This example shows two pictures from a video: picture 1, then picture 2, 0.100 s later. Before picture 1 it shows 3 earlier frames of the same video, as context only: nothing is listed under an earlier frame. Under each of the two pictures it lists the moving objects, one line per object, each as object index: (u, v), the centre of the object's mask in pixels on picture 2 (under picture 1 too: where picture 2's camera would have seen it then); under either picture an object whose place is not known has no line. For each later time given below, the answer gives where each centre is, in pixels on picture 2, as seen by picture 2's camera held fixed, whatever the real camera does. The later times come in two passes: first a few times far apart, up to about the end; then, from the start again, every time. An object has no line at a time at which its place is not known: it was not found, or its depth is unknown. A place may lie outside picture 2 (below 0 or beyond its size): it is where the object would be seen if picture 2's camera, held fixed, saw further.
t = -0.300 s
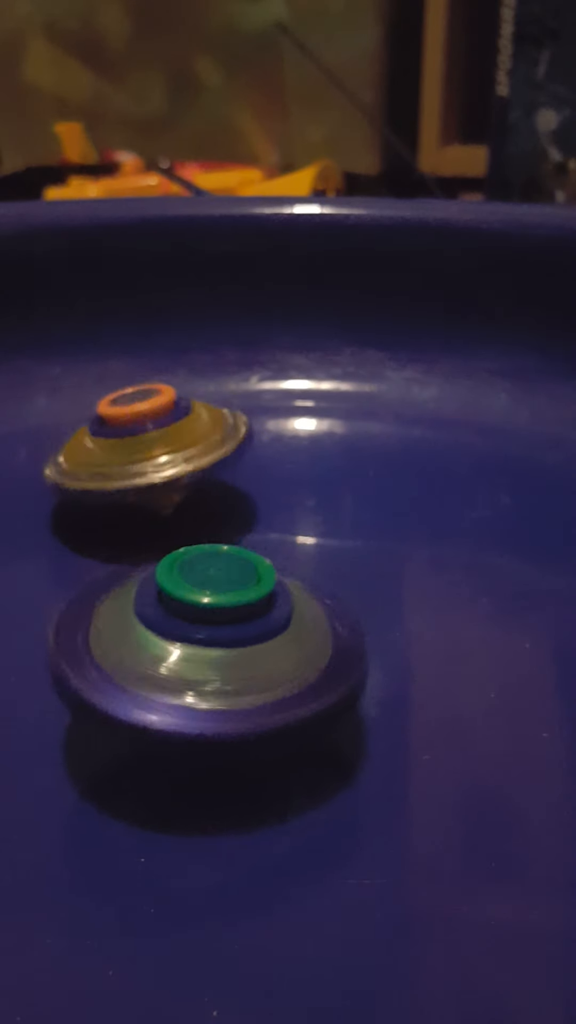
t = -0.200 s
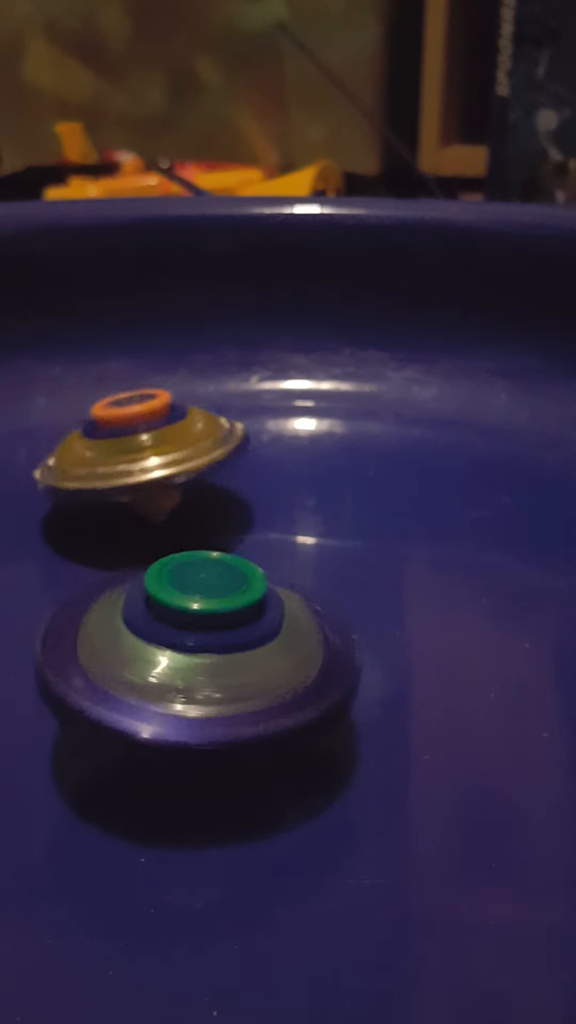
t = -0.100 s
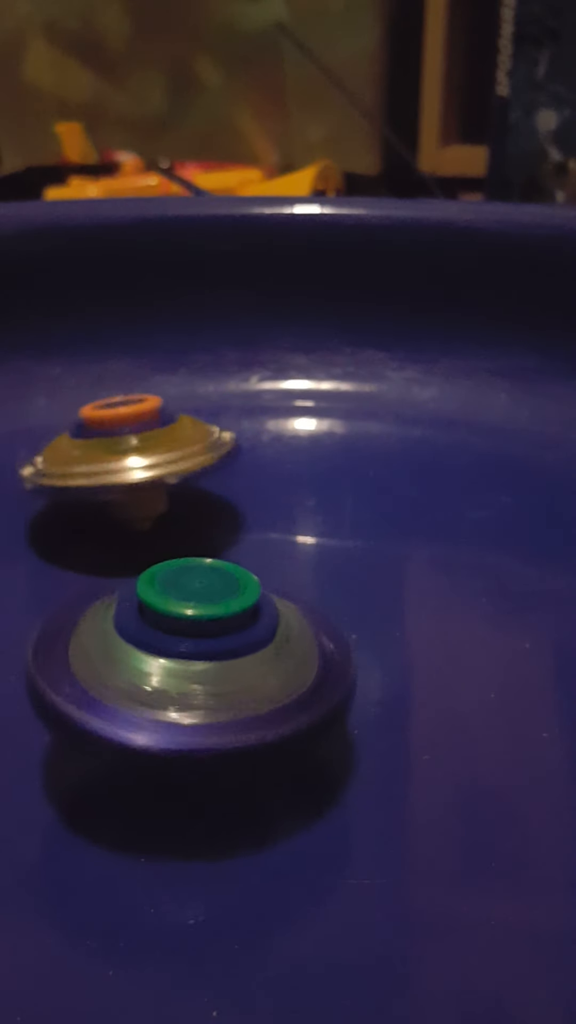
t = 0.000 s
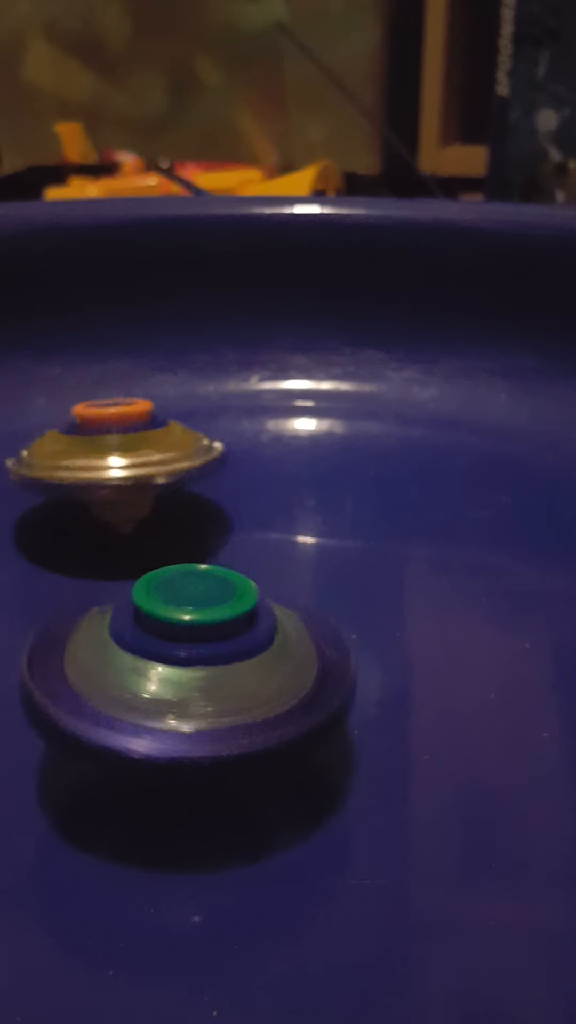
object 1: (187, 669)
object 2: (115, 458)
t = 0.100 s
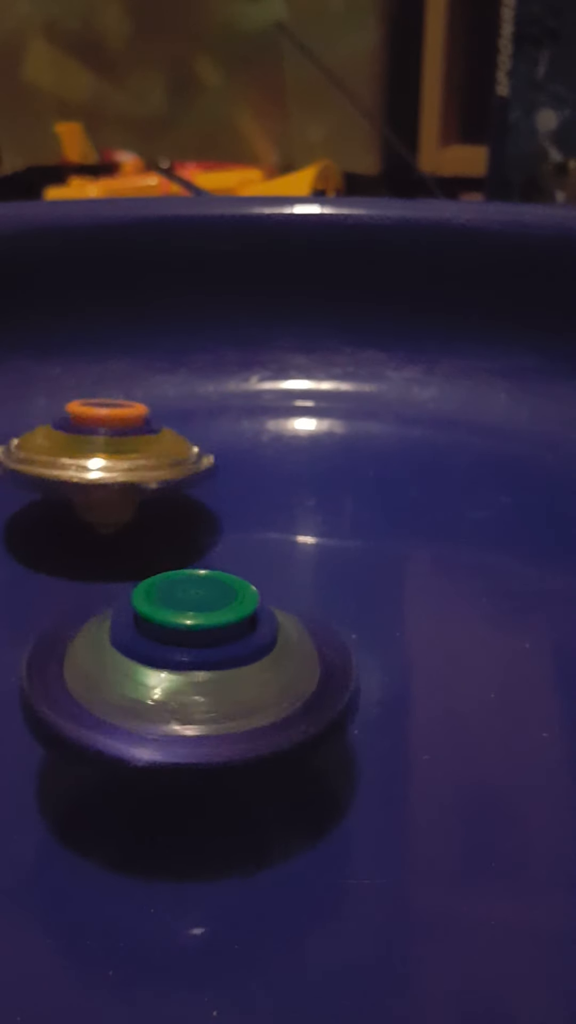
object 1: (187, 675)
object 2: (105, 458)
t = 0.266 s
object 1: (199, 684)
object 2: (91, 457)
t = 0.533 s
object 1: (224, 681)
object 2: (87, 455)
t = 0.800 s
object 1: (243, 659)
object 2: (89, 459)
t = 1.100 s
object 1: (229, 630)
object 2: (83, 470)
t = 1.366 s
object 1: (190, 612)
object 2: (63, 481)
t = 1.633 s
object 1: (145, 606)
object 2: (56, 477)
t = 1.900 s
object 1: (115, 608)
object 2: (57, 475)
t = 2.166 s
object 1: (99, 617)
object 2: (63, 477)
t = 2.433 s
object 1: (100, 626)
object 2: (57, 489)
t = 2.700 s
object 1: (114, 629)
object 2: (45, 504)
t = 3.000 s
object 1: (144, 616)
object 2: (40, 514)
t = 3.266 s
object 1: (171, 595)
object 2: (45, 508)
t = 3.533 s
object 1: (239, 584)
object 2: (33, 501)
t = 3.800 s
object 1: (242, 566)
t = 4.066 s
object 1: (217, 555)
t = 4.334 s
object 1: (258, 546)
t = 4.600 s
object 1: (260, 549)
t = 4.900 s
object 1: (263, 553)
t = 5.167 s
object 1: (269, 555)
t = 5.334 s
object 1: (275, 557)
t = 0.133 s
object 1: (189, 678)
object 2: (101, 458)
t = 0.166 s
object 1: (189, 680)
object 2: (97, 458)
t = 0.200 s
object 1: (193, 681)
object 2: (96, 458)
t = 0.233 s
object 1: (196, 682)
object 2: (92, 458)
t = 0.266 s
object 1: (199, 684)
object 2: (91, 457)
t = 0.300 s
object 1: (202, 684)
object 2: (90, 458)
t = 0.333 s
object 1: (205, 686)
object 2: (88, 455)
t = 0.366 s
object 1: (208, 685)
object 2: (88, 453)
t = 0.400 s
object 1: (211, 686)
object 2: (86, 453)
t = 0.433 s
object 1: (213, 685)
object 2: (86, 453)
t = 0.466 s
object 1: (215, 684)
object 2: (86, 456)
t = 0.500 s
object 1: (221, 683)
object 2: (85, 453)
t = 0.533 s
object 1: (224, 681)
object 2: (87, 455)
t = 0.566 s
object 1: (228, 677)
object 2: (85, 455)
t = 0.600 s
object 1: (231, 675)
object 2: (86, 455)
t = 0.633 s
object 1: (235, 673)
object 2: (87, 457)
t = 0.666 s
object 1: (237, 670)
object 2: (87, 455)
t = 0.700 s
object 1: (239, 668)
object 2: (89, 457)
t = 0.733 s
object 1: (241, 665)
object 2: (87, 457)
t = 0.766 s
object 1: (242, 662)
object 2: (89, 457)
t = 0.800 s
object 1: (243, 659)
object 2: (89, 459)
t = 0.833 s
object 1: (241, 656)
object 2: (89, 457)
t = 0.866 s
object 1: (243, 653)
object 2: (90, 460)
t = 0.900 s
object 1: (241, 650)
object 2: (87, 459)
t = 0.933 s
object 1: (240, 646)
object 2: (89, 460)
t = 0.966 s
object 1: (239, 644)
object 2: (87, 462)
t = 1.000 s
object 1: (238, 641)
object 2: (87, 463)
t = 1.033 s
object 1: (235, 637)
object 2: (86, 465)
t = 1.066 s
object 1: (234, 634)
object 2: (83, 469)
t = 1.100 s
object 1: (229, 630)
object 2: (83, 470)
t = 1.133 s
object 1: (227, 628)
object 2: (80, 472)
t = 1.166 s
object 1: (222, 625)
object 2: (79, 472)
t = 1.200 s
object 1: (218, 622)
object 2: (76, 475)
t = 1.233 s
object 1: (214, 620)
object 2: (73, 476)
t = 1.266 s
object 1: (208, 617)
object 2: (72, 477)
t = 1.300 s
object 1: (202, 615)
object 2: (68, 478)
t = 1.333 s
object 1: (197, 613)
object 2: (65, 479)
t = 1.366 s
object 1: (190, 612)
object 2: (63, 481)
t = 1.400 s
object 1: (184, 610)
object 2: (60, 482)
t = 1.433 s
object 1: (181, 609)
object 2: (59, 485)
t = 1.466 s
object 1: (174, 608)
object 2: (58, 488)
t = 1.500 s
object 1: (169, 606)
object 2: (57, 488)
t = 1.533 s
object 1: (162, 607)
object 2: (57, 488)
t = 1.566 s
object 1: (156, 606)
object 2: (55, 487)
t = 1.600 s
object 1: (151, 606)
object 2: (55, 485)
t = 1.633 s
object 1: (145, 606)
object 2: (56, 477)
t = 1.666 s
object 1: (139, 605)
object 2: (55, 477)
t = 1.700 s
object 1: (134, 605)
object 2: (55, 478)
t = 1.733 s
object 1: (129, 605)
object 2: (54, 477)
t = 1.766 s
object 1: (125, 605)
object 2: (55, 477)
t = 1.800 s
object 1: (123, 606)
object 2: (55, 476)
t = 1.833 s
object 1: (120, 606)
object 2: (56, 476)
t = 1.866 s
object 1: (117, 607)
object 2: (56, 476)
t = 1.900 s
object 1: (115, 608)
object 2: (57, 475)
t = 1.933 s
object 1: (112, 609)
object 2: (59, 475)
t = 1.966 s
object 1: (109, 610)
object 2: (59, 474)
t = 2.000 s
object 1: (108, 612)
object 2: (61, 475)
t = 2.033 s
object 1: (104, 612)
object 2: (62, 474)
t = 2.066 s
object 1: (102, 613)
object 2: (61, 475)
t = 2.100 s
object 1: (100, 614)
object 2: (64, 475)
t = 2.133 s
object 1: (100, 616)
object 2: (62, 475)
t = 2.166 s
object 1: (99, 617)
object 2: (63, 477)
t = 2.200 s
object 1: (98, 618)
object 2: (64, 479)
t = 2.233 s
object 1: (97, 619)
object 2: (62, 479)
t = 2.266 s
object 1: (97, 621)
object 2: (63, 481)
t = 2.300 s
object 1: (95, 621)
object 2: (60, 482)
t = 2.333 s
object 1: (96, 623)
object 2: (60, 483)
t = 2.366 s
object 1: (97, 624)
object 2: (59, 486)
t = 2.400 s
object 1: (98, 624)
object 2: (57, 486)
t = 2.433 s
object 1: (100, 626)
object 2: (57, 489)
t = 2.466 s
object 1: (101, 627)
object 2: (54, 490)
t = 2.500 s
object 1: (102, 627)
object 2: (53, 492)
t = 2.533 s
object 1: (104, 628)
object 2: (52, 494)
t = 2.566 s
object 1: (106, 629)
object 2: (50, 496)
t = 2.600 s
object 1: (109, 629)
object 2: (49, 498)
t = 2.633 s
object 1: (111, 630)
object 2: (47, 499)
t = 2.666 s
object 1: (113, 629)
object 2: (46, 501)
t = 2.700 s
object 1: (114, 629)
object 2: (45, 504)
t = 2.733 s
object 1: (118, 629)
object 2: (44, 504)
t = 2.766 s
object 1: (120, 627)
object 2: (43, 507)
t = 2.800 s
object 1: (126, 627)
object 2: (41, 508)
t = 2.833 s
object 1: (129, 625)
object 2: (40, 509)
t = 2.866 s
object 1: (133, 623)
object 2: (40, 512)
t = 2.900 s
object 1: (135, 622)
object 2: (39, 511)
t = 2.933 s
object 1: (139, 620)
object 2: (40, 514)
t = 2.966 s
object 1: (141, 618)
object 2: (40, 513)
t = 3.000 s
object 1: (144, 616)
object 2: (40, 514)
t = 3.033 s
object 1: (148, 613)
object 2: (41, 515)
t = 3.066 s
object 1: (151, 611)
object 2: (41, 514)
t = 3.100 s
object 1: (155, 608)
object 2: (43, 514)
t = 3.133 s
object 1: (156, 605)
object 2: (42, 513)
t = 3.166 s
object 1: (158, 604)
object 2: (44, 513)
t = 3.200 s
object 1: (160, 600)
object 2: (44, 513)
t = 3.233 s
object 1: (163, 598)
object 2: (44, 509)
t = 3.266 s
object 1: (171, 595)
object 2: (45, 508)
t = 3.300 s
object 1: (192, 594)
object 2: (36, 503)
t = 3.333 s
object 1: (214, 594)
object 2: (30, 498)
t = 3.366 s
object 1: (225, 592)
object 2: (30, 495)
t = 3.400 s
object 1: (230, 591)
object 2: (32, 499)
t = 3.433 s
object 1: (233, 590)
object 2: (33, 499)
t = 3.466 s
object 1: (235, 588)
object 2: (33, 498)
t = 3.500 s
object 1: (237, 587)
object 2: (34, 500)
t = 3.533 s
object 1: (239, 584)
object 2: (33, 501)
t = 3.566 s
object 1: (241, 582)
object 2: (34, 503)
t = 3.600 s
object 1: (241, 581)
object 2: (34, 503)
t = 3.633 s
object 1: (244, 577)
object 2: (34, 504)
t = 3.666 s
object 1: (243, 576)
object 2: (35, 505)
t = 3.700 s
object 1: (242, 574)
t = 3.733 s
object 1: (242, 572)
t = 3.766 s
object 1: (241, 570)
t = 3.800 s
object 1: (242, 566)
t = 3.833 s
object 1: (238, 564)
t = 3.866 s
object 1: (236, 561)
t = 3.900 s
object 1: (234, 562)
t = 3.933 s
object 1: (230, 559)
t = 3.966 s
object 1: (227, 557)
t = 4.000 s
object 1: (222, 556)
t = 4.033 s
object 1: (220, 555)
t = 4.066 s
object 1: (217, 555)
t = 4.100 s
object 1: (213, 553)
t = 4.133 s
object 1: (209, 553)
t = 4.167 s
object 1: (214, 551)
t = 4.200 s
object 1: (240, 550)
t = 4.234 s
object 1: (257, 549)
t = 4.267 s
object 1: (258, 547)
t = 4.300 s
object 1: (258, 547)
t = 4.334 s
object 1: (258, 546)
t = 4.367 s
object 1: (258, 546)
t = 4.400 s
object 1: (258, 547)
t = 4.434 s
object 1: (259, 547)
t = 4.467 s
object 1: (259, 548)
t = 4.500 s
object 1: (259, 547)
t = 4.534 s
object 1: (260, 548)
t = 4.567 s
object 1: (260, 548)
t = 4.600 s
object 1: (260, 549)
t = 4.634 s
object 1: (260, 549)
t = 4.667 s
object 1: (259, 550)
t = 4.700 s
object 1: (259, 550)
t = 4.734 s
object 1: (259, 550)
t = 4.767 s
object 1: (260, 551)
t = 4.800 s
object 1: (260, 551)
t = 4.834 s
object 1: (261, 552)
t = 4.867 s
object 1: (262, 552)
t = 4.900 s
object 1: (263, 553)
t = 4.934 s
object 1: (263, 553)
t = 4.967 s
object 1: (264, 553)
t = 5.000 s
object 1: (265, 554)
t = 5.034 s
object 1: (267, 553)
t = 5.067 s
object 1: (267, 554)
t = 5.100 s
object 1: (267, 555)
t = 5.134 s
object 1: (268, 556)
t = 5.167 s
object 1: (269, 555)
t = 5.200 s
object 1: (270, 555)
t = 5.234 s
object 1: (271, 556)
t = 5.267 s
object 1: (272, 556)
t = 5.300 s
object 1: (274, 556)
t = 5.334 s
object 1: (275, 557)
